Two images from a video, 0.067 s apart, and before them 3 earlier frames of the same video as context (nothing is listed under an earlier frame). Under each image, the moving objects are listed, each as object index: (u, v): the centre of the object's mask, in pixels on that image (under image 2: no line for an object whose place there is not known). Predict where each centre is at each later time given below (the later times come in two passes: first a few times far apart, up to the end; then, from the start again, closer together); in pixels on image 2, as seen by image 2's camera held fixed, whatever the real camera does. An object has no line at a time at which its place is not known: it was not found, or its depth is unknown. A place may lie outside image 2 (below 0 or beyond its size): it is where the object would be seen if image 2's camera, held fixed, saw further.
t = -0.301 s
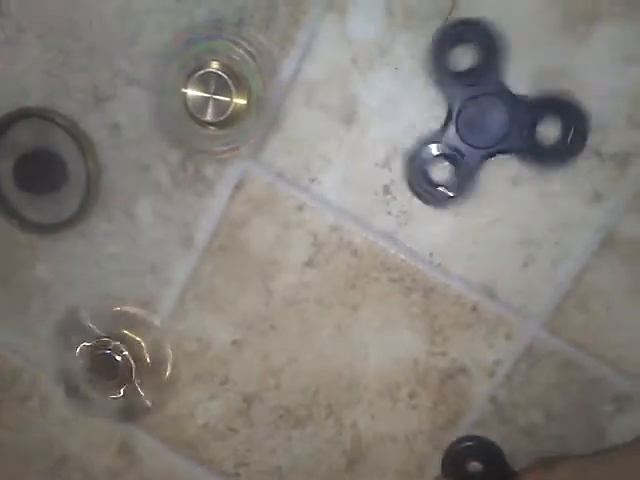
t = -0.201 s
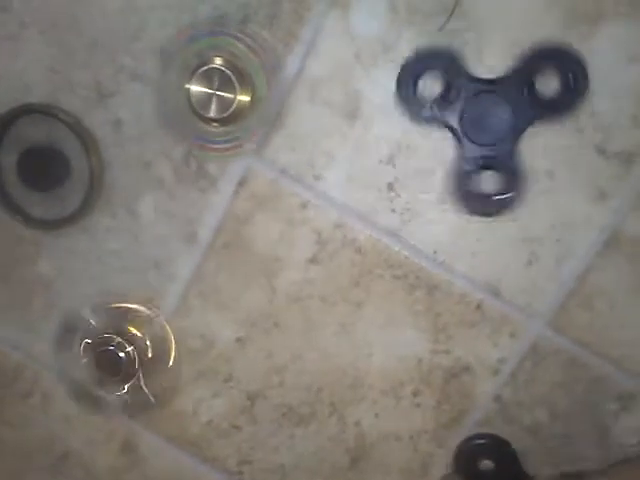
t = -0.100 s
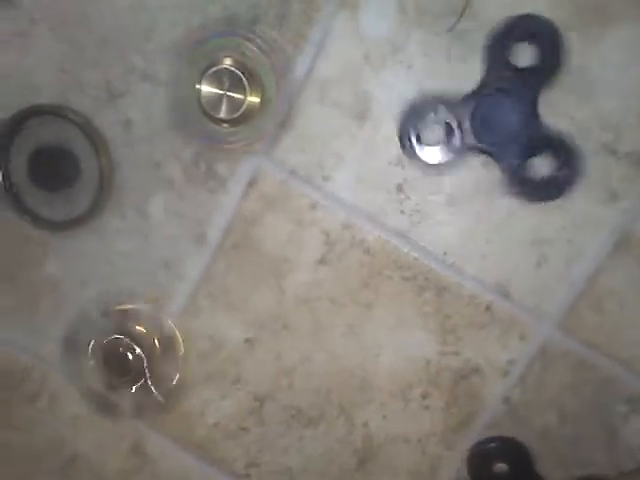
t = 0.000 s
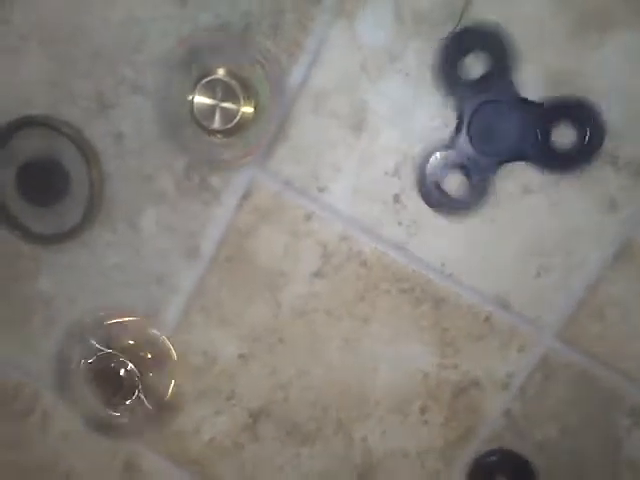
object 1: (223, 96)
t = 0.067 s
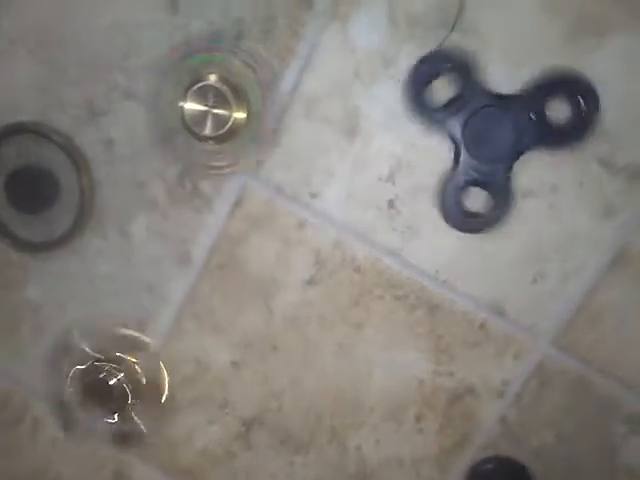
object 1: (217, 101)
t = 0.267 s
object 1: (215, 103)
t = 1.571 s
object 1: (213, 104)
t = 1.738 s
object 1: (214, 107)
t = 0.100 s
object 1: (215, 102)
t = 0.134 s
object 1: (214, 102)
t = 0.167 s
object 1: (217, 101)
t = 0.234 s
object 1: (214, 104)
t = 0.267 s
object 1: (215, 103)
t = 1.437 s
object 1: (213, 103)
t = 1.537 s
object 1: (215, 102)
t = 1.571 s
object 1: (213, 104)
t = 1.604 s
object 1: (214, 107)
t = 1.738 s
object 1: (214, 107)
